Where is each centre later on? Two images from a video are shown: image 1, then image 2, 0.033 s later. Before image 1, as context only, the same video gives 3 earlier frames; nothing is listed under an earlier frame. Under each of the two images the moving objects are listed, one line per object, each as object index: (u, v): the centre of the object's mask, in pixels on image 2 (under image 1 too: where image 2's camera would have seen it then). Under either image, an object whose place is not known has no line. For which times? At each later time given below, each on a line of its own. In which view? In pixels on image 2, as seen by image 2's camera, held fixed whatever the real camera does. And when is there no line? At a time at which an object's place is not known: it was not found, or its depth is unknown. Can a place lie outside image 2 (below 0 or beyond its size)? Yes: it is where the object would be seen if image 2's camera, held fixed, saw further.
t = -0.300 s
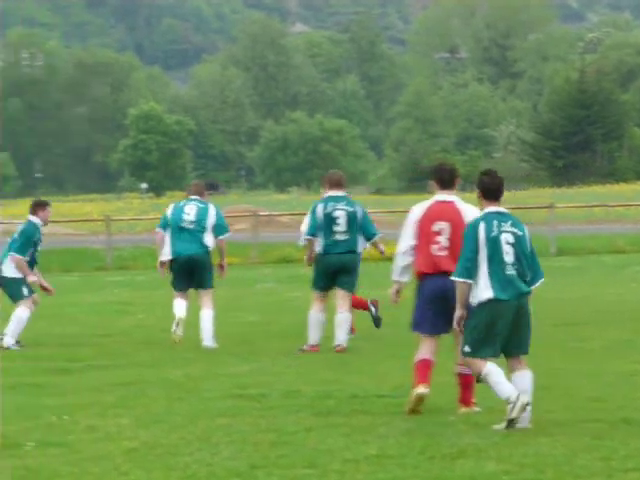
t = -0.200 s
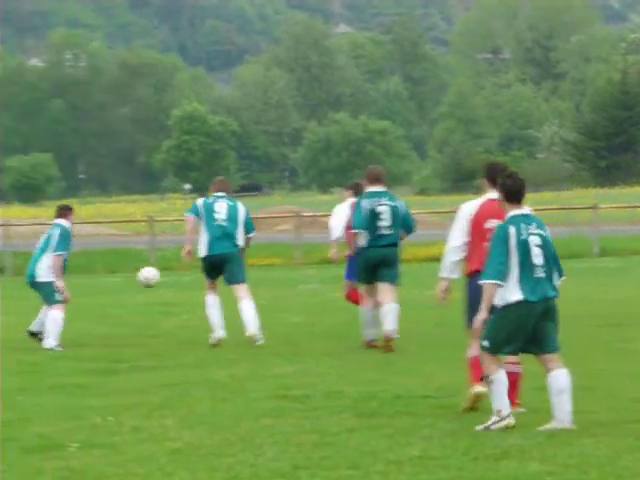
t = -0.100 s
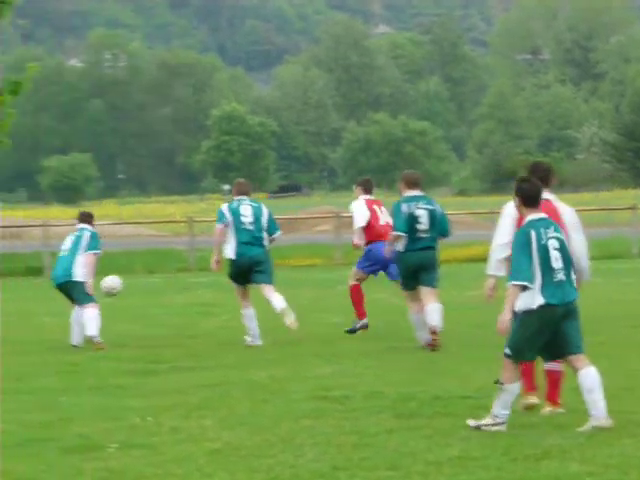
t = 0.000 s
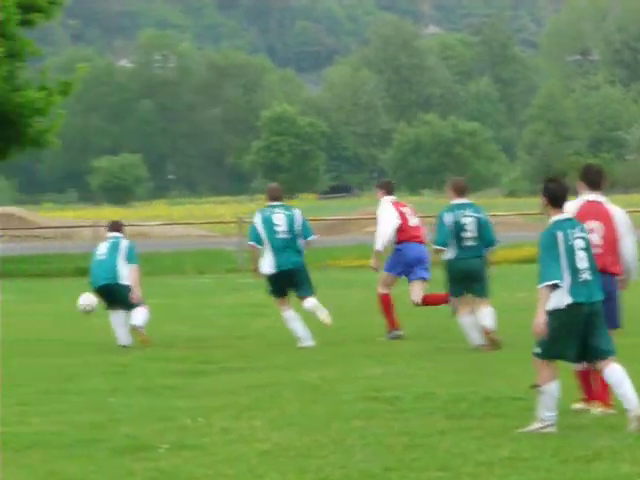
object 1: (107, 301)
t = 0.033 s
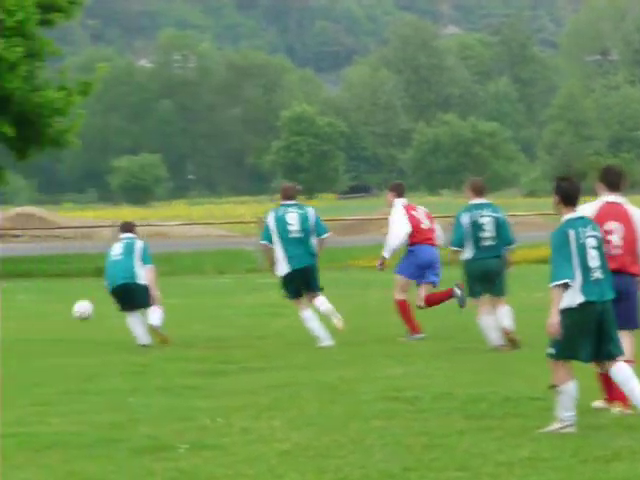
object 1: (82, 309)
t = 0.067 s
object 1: (58, 318)
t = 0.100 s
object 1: (35, 328)
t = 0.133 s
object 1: (11, 336)
